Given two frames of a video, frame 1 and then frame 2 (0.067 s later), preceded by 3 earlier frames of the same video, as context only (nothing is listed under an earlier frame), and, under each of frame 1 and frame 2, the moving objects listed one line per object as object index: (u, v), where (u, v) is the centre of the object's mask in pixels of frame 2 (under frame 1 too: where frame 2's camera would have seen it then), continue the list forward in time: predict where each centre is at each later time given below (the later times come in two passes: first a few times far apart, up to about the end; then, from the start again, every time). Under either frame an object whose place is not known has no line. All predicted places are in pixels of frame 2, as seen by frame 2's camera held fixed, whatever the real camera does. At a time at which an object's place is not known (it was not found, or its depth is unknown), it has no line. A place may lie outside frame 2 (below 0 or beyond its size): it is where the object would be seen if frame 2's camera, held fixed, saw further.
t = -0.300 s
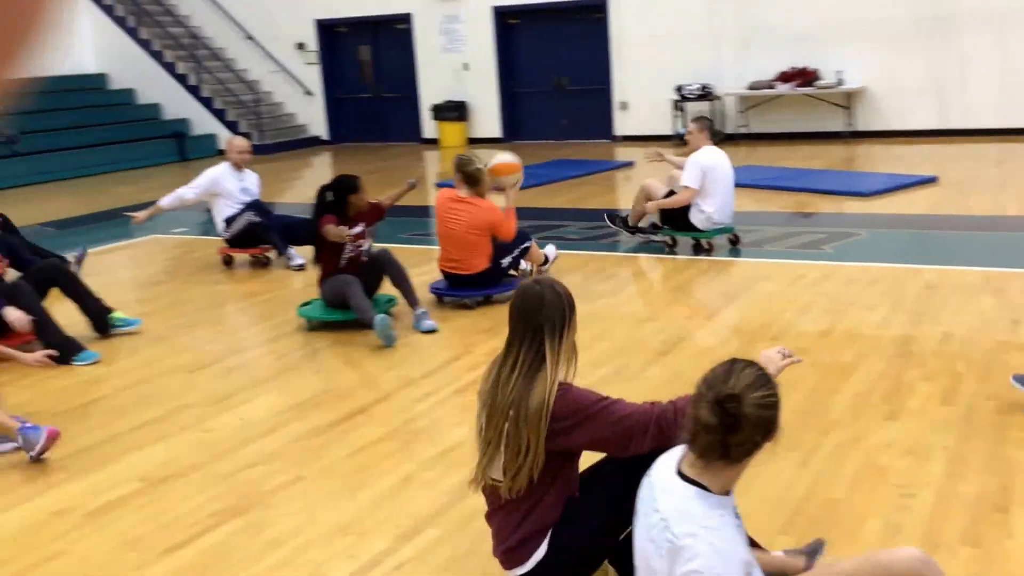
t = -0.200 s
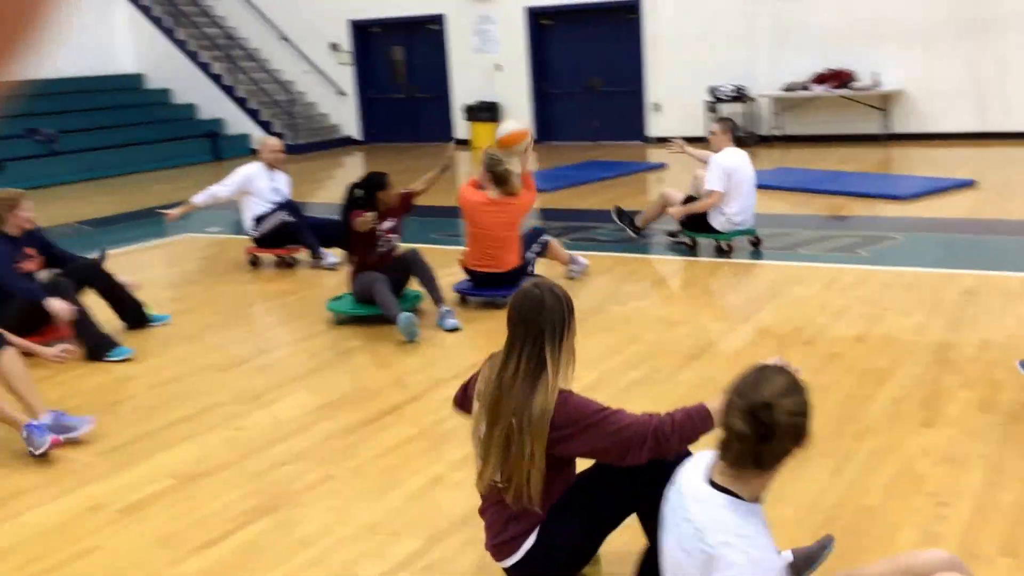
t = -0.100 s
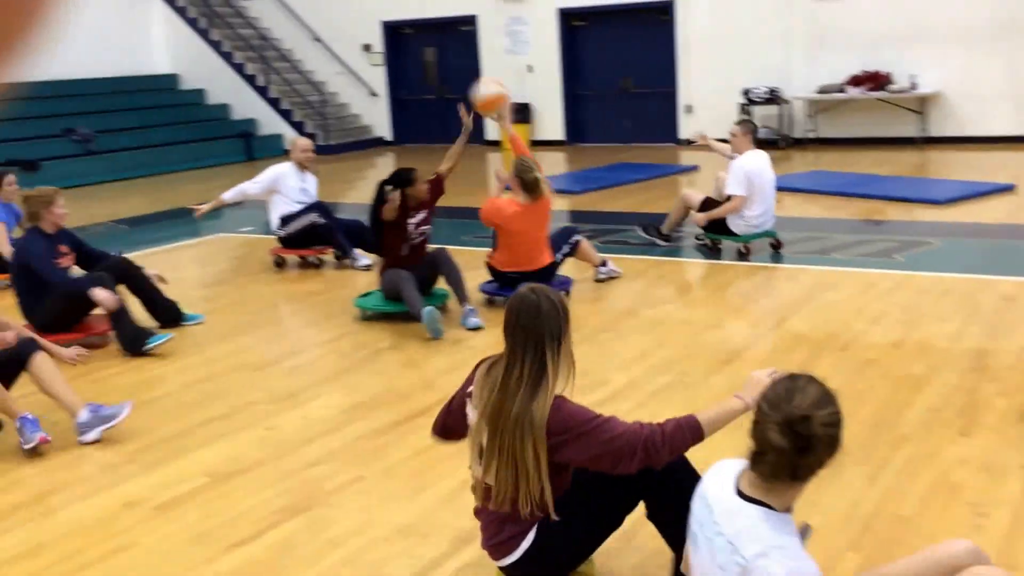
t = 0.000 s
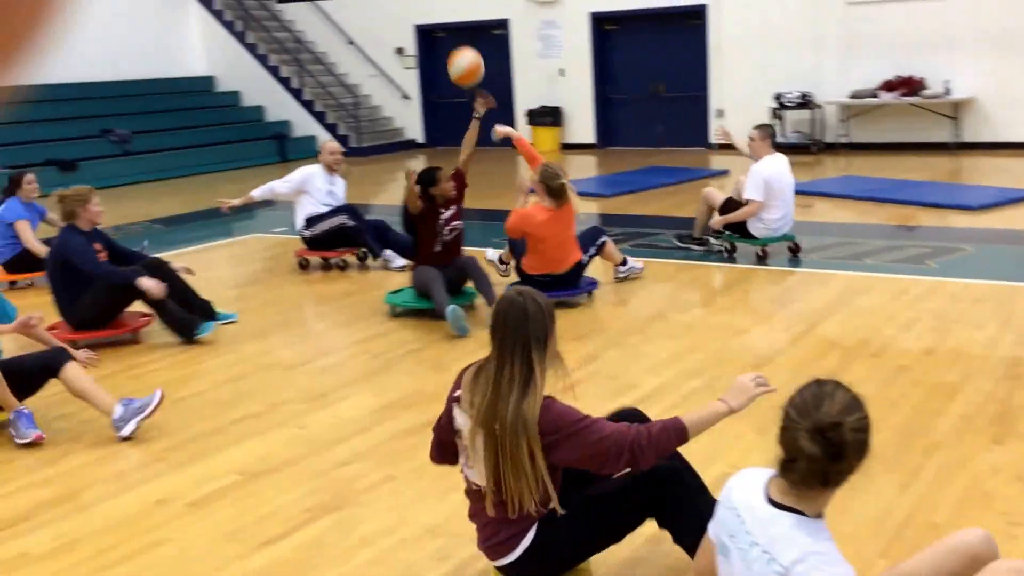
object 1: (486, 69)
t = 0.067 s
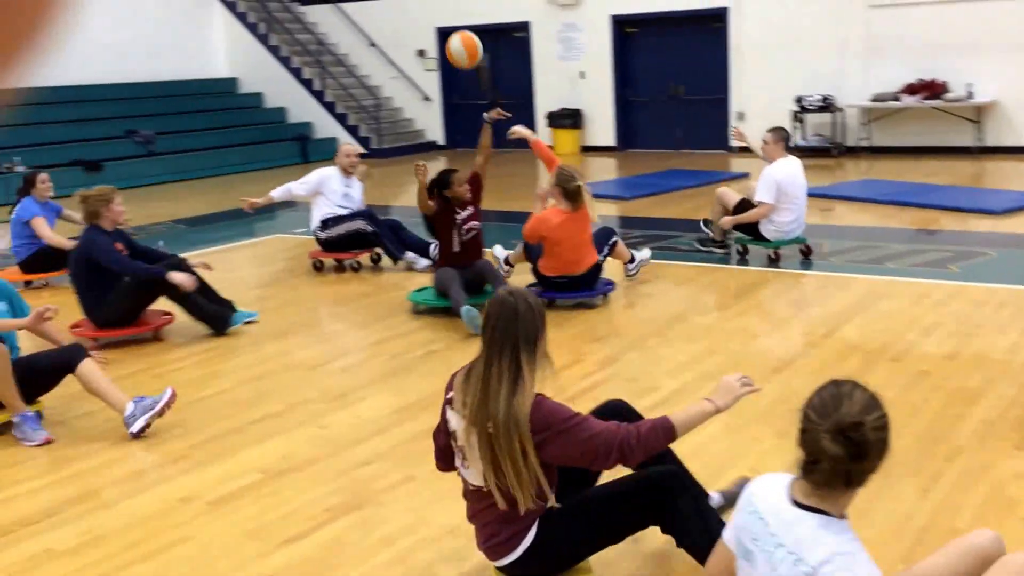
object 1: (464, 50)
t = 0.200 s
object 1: (422, 33)
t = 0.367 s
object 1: (374, 50)
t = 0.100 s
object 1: (453, 43)
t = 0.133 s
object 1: (442, 38)
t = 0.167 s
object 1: (432, 35)
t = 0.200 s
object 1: (422, 33)
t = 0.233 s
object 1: (412, 34)
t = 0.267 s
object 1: (402, 35)
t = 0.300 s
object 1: (393, 38)
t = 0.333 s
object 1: (383, 43)
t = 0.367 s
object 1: (374, 50)
